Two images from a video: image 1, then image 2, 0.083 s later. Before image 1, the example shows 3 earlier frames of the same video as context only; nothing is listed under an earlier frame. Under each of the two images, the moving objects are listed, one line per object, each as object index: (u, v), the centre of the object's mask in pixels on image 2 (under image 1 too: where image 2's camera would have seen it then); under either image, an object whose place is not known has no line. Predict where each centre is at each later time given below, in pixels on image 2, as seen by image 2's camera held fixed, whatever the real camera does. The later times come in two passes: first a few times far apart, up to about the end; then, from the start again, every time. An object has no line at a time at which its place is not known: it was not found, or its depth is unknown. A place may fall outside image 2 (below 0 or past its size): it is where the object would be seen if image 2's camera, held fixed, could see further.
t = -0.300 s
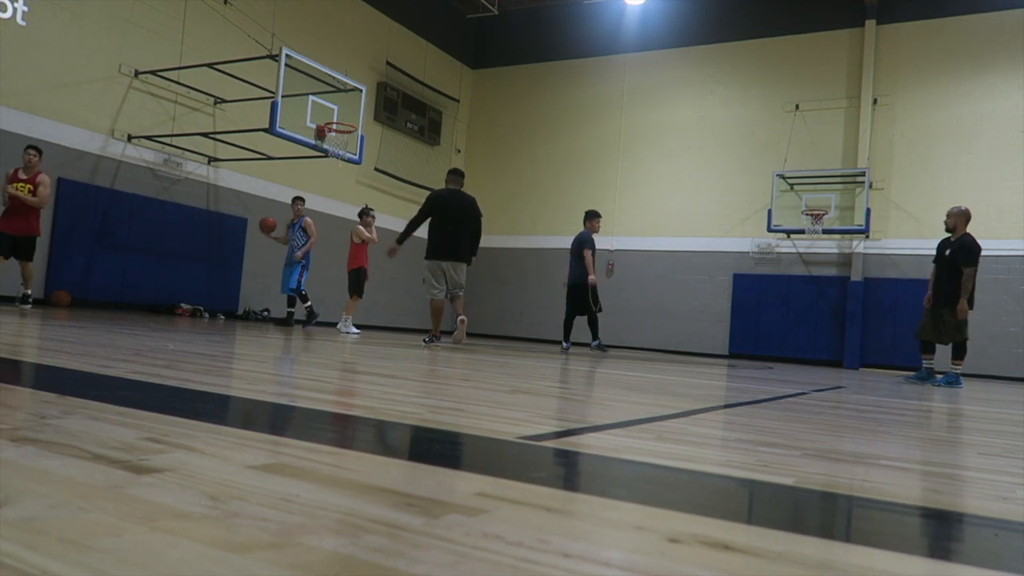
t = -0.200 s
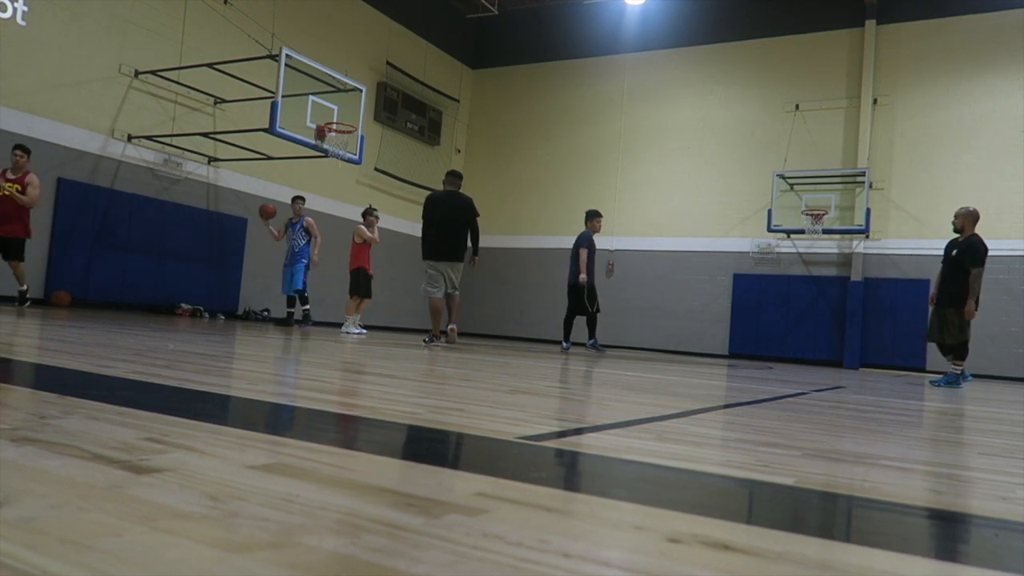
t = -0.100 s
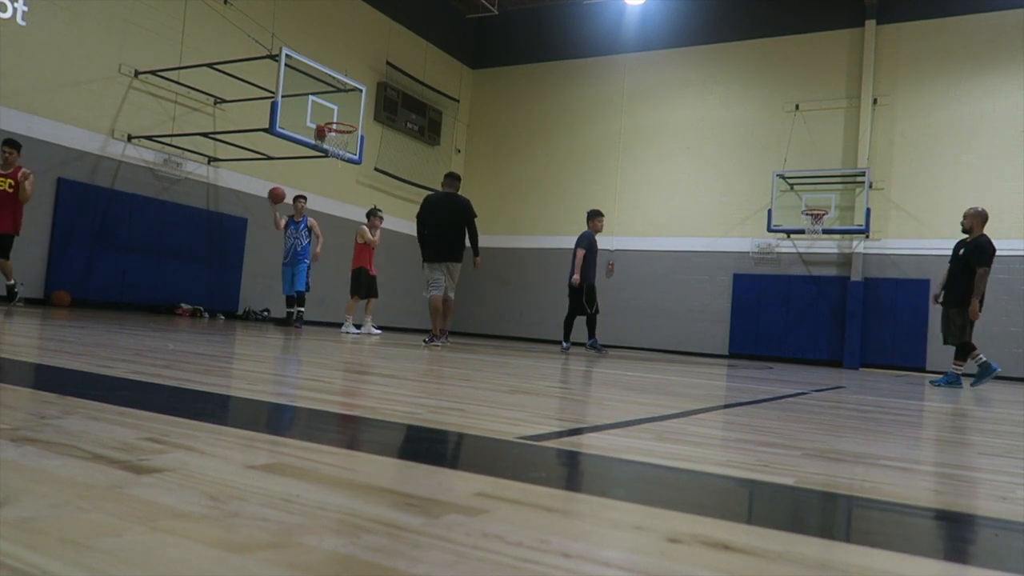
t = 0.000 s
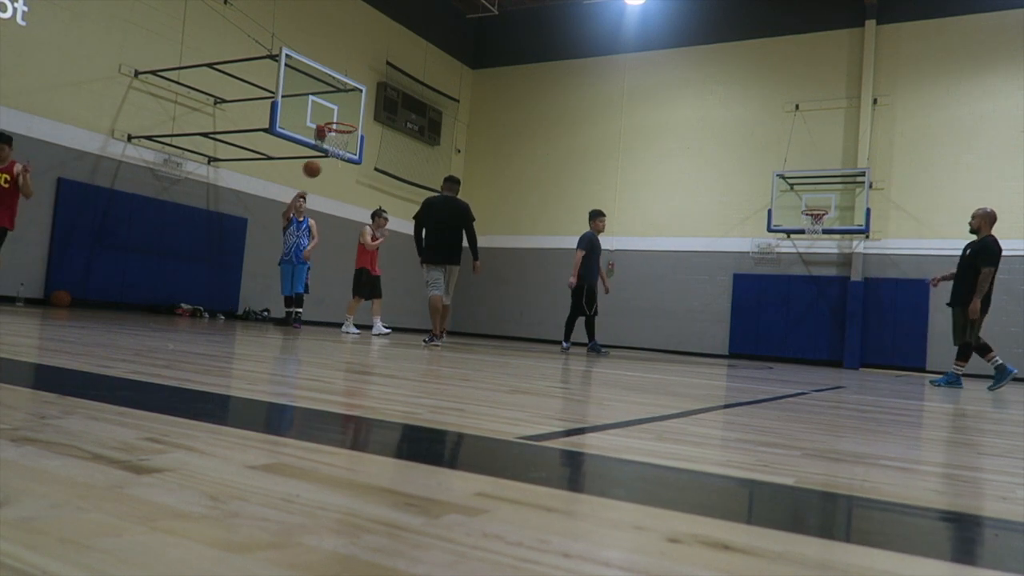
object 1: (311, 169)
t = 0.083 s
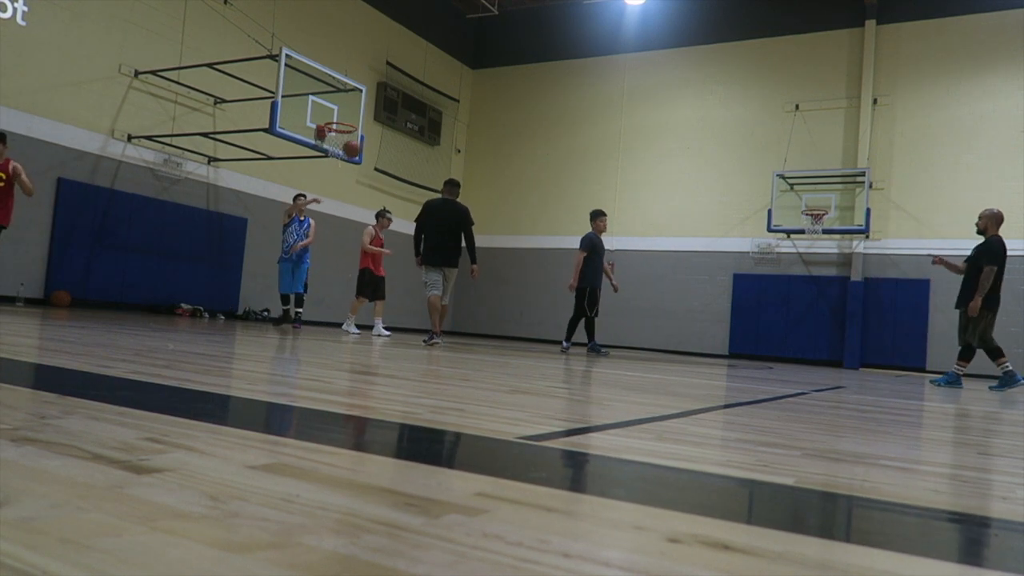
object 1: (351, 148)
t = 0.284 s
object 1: (455, 118)
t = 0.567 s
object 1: (626, 127)
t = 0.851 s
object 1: (844, 221)
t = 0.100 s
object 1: (360, 145)
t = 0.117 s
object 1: (368, 142)
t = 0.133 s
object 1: (376, 139)
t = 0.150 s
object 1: (384, 136)
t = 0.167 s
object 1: (394, 133)
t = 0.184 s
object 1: (402, 130)
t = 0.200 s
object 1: (411, 127)
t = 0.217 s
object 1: (419, 126)
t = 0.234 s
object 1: (428, 123)
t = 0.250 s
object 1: (437, 121)
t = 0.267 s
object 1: (446, 119)
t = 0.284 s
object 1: (455, 118)
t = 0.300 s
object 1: (464, 117)
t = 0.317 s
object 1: (473, 116)
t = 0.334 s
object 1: (482, 115)
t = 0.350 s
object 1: (491, 114)
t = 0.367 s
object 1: (501, 114)
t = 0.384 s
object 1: (510, 113)
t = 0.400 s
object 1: (520, 114)
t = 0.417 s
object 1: (530, 114)
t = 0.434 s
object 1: (540, 115)
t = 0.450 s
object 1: (551, 115)
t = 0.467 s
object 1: (561, 116)
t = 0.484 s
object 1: (571, 117)
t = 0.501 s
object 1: (582, 119)
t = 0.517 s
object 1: (593, 121)
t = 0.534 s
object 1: (603, 122)
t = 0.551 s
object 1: (615, 125)
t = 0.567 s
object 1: (626, 127)
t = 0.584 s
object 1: (637, 130)
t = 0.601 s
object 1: (649, 133)
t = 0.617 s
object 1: (660, 136)
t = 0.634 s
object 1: (672, 140)
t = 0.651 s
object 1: (684, 144)
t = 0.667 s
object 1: (696, 149)
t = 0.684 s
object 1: (709, 153)
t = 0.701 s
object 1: (721, 159)
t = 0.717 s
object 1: (734, 164)
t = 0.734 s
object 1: (747, 170)
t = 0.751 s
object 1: (760, 176)
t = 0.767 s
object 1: (773, 183)
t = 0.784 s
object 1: (787, 190)
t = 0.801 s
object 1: (801, 197)
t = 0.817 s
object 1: (816, 205)
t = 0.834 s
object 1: (830, 213)
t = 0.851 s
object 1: (844, 221)
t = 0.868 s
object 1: (858, 231)
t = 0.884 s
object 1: (874, 241)
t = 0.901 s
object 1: (890, 251)
